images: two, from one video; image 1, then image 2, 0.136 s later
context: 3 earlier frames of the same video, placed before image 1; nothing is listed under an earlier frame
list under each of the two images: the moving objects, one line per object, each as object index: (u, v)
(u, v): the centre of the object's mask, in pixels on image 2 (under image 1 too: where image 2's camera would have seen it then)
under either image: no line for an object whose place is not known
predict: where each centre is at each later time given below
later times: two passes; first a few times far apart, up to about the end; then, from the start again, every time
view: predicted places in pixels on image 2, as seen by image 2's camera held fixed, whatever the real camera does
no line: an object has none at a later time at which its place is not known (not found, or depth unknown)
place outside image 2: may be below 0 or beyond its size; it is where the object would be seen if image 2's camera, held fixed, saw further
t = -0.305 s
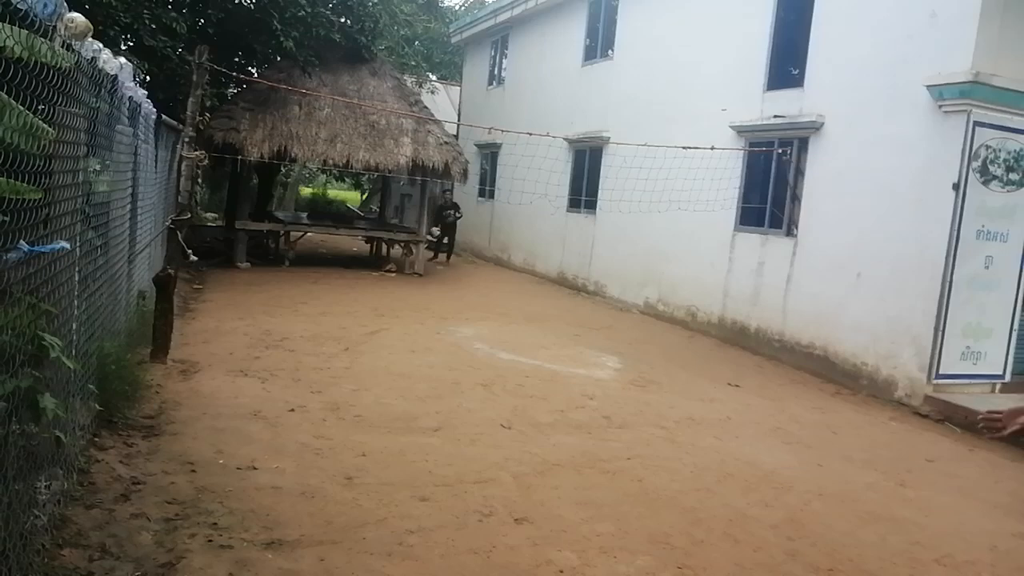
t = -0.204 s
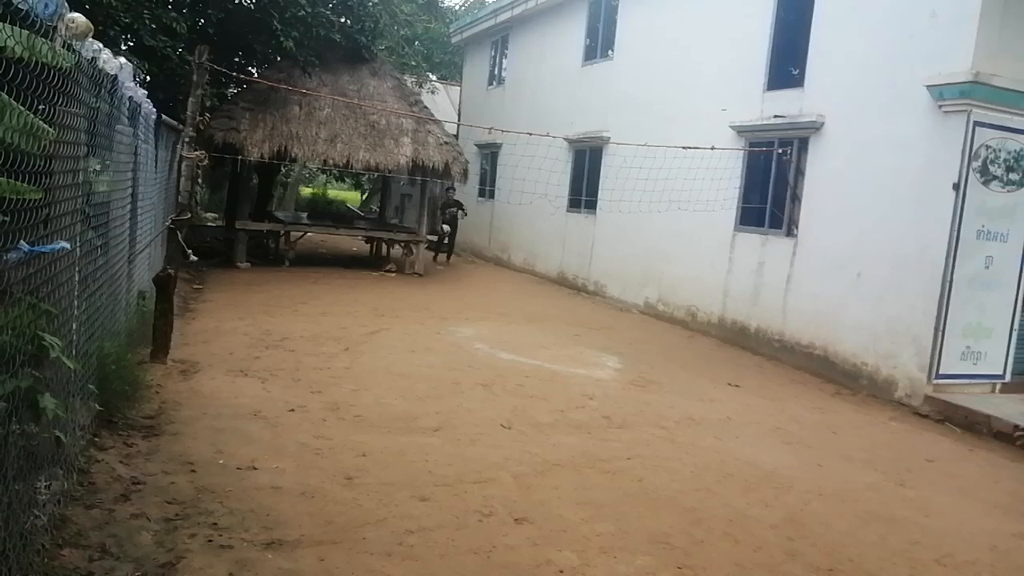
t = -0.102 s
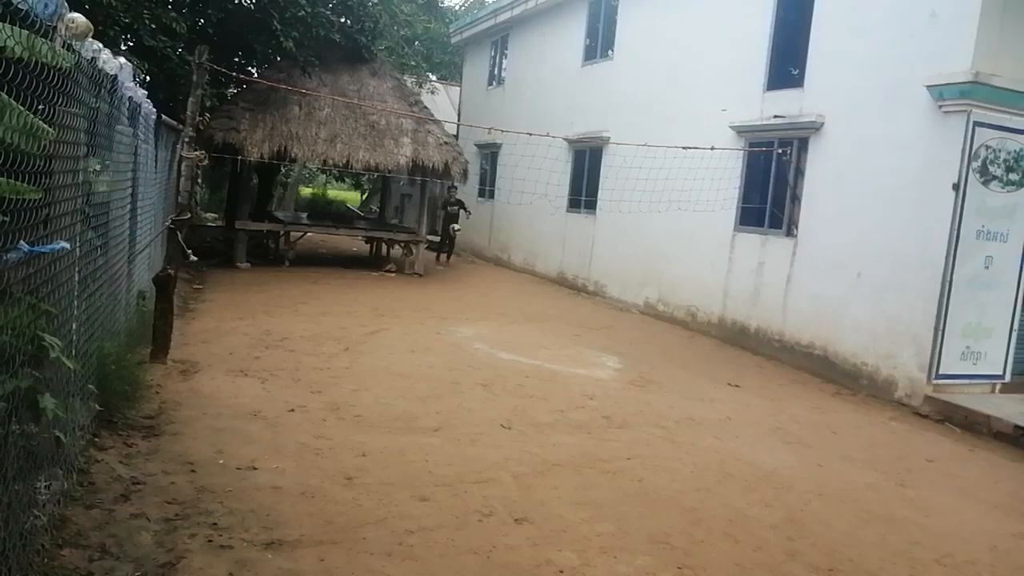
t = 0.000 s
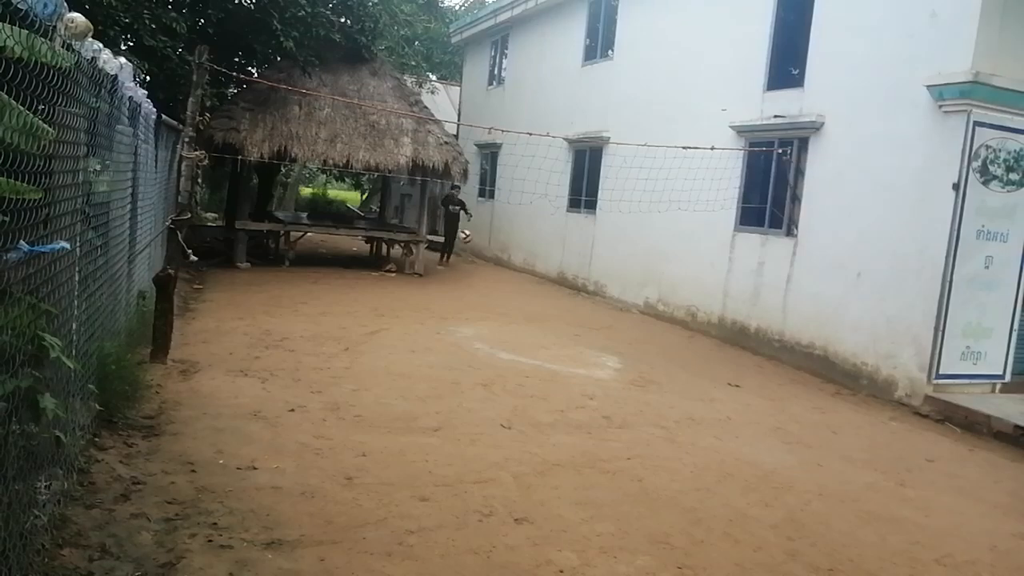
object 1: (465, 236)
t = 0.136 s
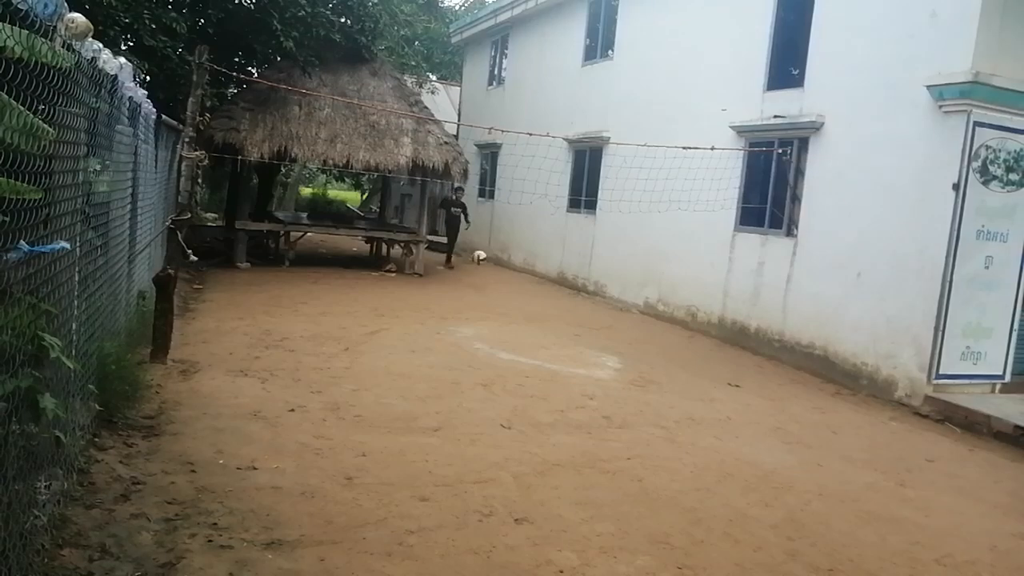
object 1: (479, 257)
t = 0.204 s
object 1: (486, 275)
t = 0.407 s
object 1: (507, 272)
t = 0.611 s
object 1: (528, 273)
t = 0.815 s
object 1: (549, 318)
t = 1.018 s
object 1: (583, 322)
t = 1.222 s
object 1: (623, 365)
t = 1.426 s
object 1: (678, 375)
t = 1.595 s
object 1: (734, 423)
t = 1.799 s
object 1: (829, 460)
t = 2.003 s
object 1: (968, 552)
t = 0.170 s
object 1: (482, 265)
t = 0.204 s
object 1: (486, 275)
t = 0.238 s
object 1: (490, 286)
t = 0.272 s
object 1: (493, 289)
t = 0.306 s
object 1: (496, 283)
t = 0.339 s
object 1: (500, 279)
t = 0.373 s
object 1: (503, 275)
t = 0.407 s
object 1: (507, 272)
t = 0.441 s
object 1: (510, 270)
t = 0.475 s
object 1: (514, 269)
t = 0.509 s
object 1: (518, 269)
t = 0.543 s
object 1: (521, 269)
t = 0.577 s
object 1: (525, 271)
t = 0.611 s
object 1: (528, 273)
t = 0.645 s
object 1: (532, 278)
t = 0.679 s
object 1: (535, 283)
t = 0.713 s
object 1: (539, 290)
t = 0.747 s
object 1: (542, 298)
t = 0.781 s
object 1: (545, 308)
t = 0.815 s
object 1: (549, 318)
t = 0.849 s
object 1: (553, 326)
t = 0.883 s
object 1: (559, 322)
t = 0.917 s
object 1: (565, 320)
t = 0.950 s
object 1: (571, 319)
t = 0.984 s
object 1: (577, 320)
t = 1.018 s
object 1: (583, 322)
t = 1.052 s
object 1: (589, 325)
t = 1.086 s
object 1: (596, 329)
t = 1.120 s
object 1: (602, 336)
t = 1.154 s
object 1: (609, 344)
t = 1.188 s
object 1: (616, 354)
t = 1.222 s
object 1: (623, 365)
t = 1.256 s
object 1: (630, 377)
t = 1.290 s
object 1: (639, 373)
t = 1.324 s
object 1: (648, 372)
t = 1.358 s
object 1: (658, 370)
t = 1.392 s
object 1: (668, 372)
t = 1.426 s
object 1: (678, 375)
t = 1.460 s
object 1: (689, 380)
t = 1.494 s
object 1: (699, 387)
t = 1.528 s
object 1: (711, 396)
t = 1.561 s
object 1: (722, 408)
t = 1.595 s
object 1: (734, 423)
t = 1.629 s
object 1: (745, 440)
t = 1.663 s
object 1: (760, 447)
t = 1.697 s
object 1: (776, 447)
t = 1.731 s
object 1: (793, 449)
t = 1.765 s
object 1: (810, 453)
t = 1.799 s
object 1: (829, 460)
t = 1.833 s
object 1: (849, 470)
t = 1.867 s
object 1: (870, 484)
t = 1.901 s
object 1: (892, 501)
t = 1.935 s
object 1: (914, 521)
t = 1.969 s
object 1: (940, 548)
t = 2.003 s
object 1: (968, 552)
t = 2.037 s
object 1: (999, 554)
